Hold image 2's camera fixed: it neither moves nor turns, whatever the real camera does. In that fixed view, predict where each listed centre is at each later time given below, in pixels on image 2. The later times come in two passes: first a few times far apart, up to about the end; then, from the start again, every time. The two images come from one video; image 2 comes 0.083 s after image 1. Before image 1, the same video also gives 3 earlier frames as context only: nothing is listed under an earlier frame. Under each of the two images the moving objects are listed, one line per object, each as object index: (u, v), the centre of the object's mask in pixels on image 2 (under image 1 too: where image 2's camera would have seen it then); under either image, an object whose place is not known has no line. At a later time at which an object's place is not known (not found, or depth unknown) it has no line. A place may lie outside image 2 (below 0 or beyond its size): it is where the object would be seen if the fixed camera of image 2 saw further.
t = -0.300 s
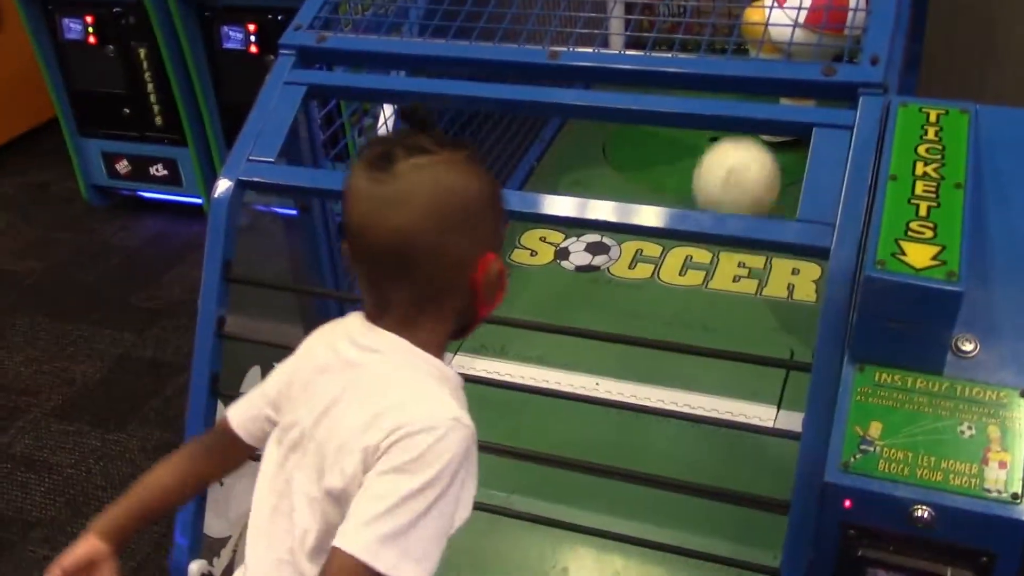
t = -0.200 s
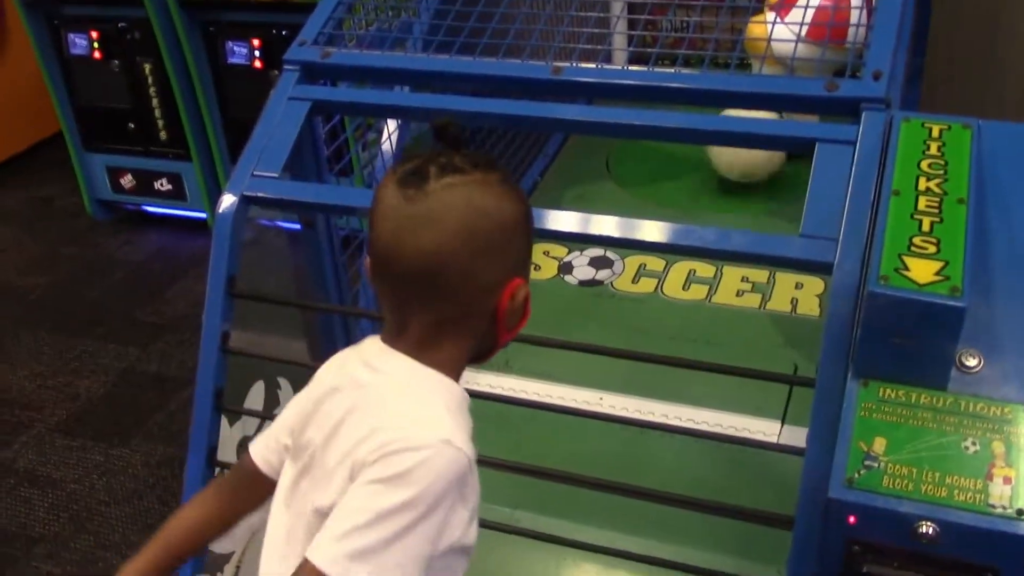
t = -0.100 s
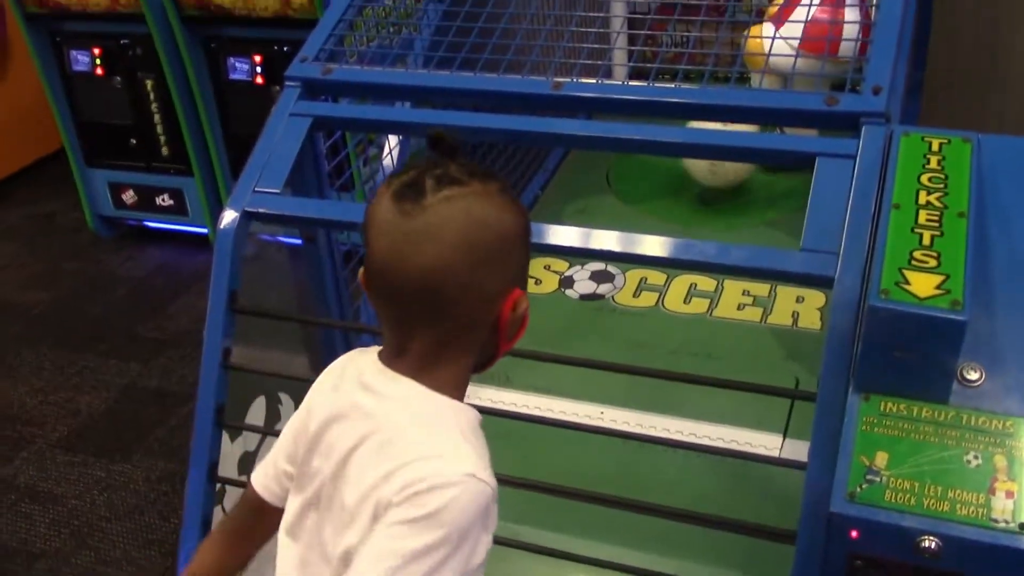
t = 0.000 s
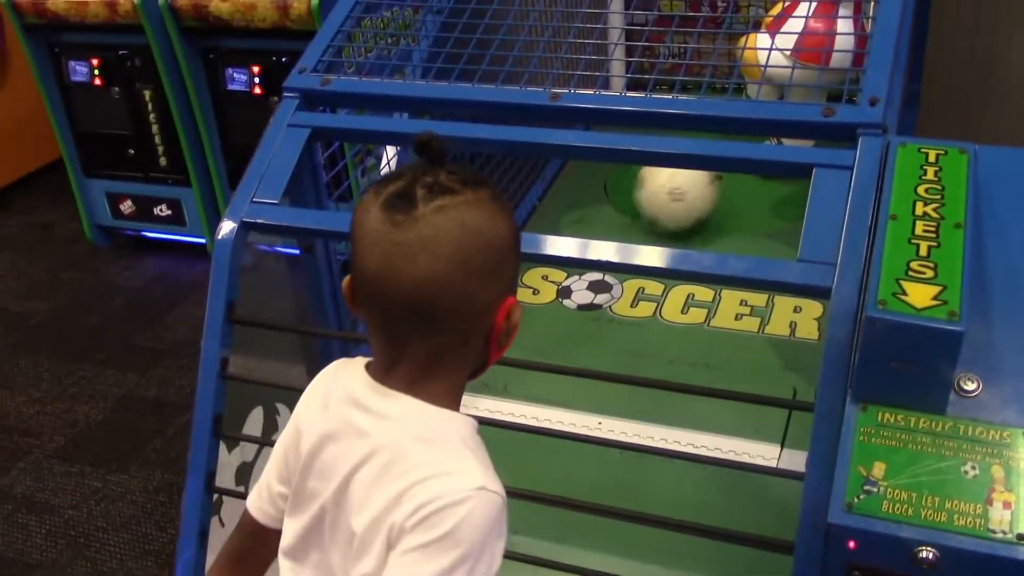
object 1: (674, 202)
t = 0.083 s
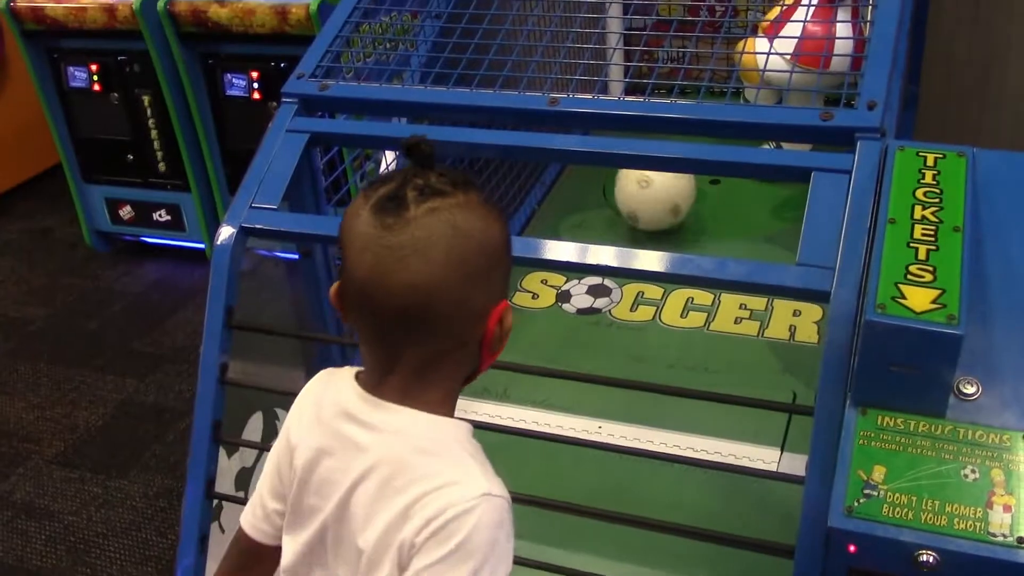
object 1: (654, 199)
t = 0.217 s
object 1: (631, 202)
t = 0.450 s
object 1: (594, 201)
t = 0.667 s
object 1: (565, 207)
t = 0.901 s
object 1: (546, 216)
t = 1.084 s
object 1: (536, 223)
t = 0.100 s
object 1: (650, 197)
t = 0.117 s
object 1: (647, 196)
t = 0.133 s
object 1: (645, 196)
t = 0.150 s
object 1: (642, 196)
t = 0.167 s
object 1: (639, 196)
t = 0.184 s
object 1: (637, 198)
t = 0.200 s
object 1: (634, 200)
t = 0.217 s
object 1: (631, 202)
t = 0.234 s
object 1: (629, 204)
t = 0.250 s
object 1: (626, 201)
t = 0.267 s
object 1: (623, 199)
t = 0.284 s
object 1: (619, 198)
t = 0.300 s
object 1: (617, 197)
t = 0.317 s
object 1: (614, 197)
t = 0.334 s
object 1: (611, 197)
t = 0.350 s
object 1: (609, 198)
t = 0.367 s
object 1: (606, 200)
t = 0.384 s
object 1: (604, 202)
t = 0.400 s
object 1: (601, 205)
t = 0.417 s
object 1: (599, 204)
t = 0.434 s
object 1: (596, 202)
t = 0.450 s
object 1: (594, 201)
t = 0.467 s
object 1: (591, 201)
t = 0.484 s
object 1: (589, 201)
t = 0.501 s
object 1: (587, 201)
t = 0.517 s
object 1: (585, 203)
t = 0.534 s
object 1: (583, 204)
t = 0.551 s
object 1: (581, 206)
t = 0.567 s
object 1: (579, 207)
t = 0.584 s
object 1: (576, 206)
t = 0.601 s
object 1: (574, 204)
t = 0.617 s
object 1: (572, 204)
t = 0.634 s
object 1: (569, 204)
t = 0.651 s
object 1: (567, 205)
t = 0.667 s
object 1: (565, 207)
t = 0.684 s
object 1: (563, 209)
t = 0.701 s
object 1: (561, 210)
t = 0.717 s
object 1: (558, 209)
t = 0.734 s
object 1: (556, 209)
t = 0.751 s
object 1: (553, 209)
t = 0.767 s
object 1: (552, 210)
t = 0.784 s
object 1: (550, 211)
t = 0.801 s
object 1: (548, 213)
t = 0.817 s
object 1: (546, 213)
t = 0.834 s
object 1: (545, 213)
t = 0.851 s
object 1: (546, 213)
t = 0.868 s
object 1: (546, 214)
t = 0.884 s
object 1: (546, 215)
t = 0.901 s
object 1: (546, 216)
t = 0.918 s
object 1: (545, 216)
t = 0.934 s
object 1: (545, 217)
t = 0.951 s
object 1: (544, 218)
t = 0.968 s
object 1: (543, 218)
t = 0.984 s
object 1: (542, 219)
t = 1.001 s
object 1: (542, 219)
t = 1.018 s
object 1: (541, 220)
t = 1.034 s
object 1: (539, 221)
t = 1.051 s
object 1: (538, 221)
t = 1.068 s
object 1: (537, 222)
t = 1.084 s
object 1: (536, 223)
